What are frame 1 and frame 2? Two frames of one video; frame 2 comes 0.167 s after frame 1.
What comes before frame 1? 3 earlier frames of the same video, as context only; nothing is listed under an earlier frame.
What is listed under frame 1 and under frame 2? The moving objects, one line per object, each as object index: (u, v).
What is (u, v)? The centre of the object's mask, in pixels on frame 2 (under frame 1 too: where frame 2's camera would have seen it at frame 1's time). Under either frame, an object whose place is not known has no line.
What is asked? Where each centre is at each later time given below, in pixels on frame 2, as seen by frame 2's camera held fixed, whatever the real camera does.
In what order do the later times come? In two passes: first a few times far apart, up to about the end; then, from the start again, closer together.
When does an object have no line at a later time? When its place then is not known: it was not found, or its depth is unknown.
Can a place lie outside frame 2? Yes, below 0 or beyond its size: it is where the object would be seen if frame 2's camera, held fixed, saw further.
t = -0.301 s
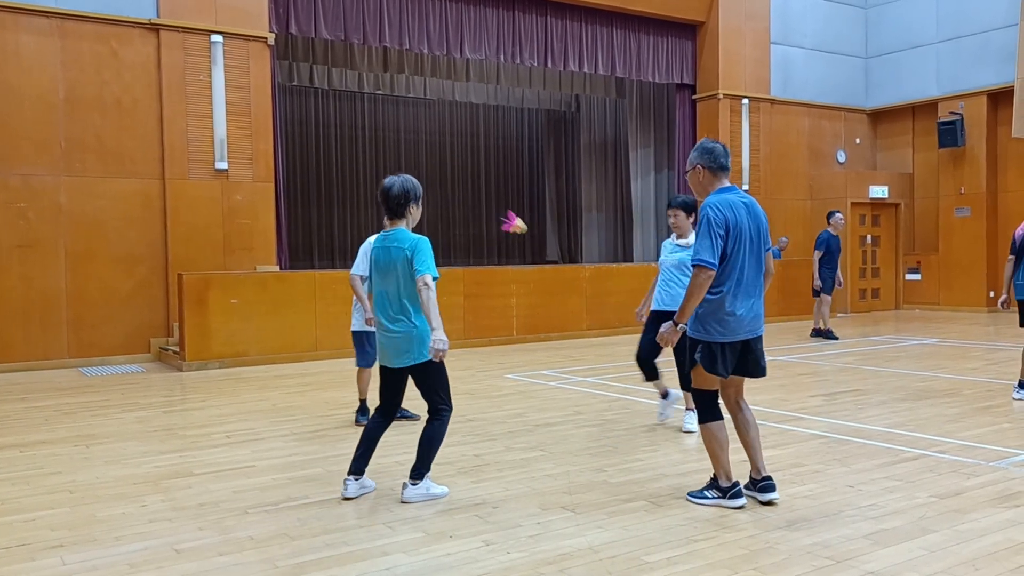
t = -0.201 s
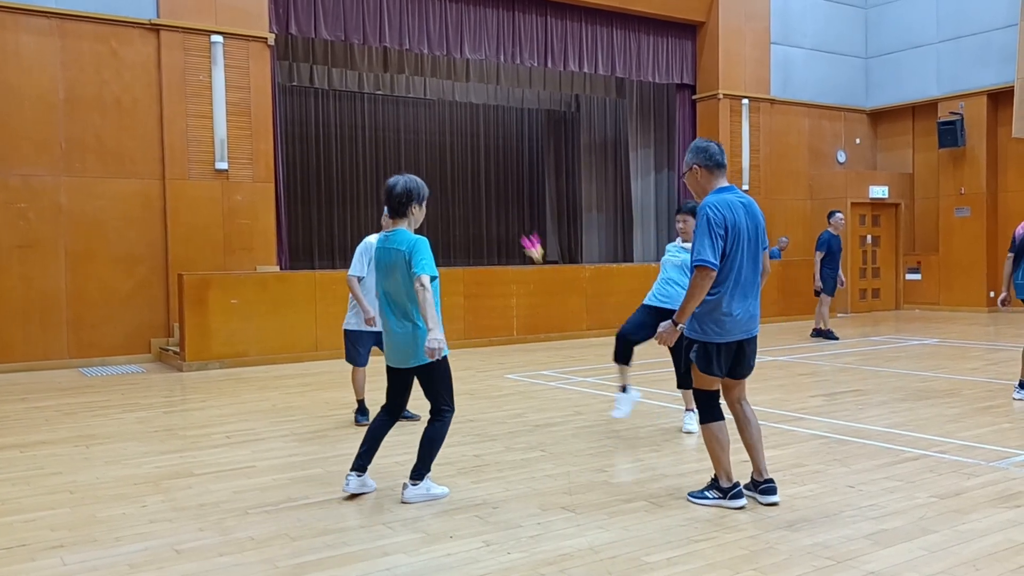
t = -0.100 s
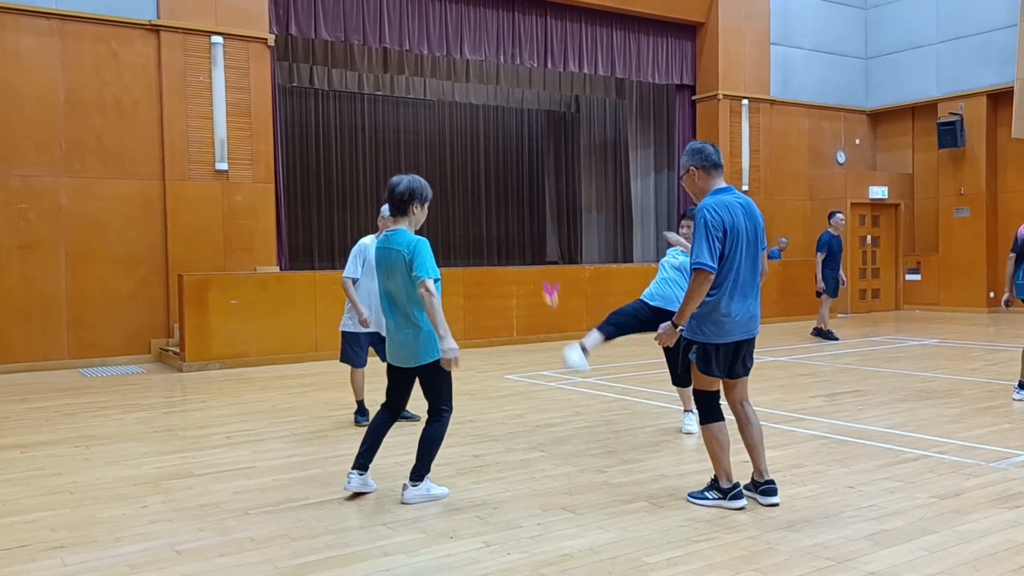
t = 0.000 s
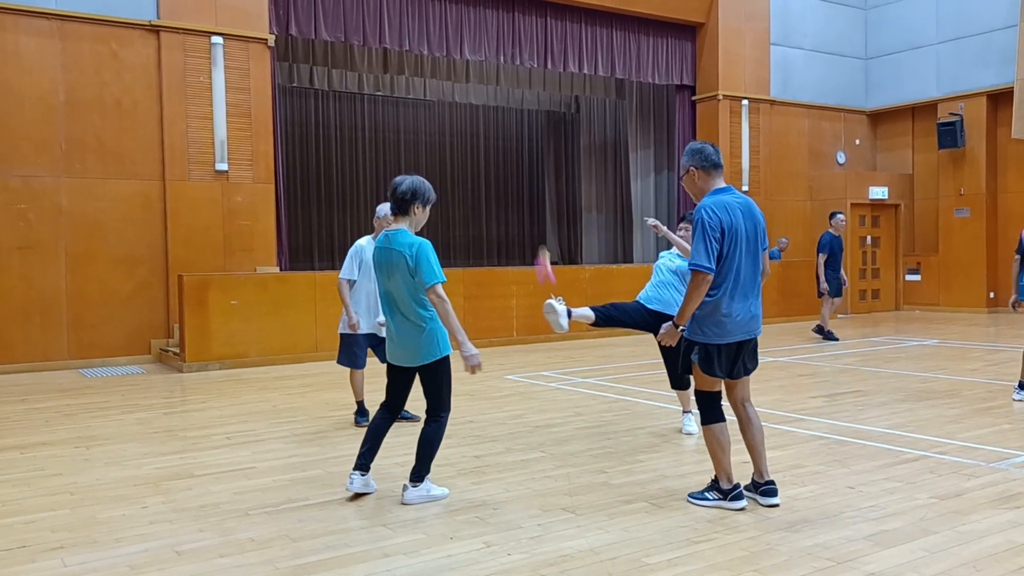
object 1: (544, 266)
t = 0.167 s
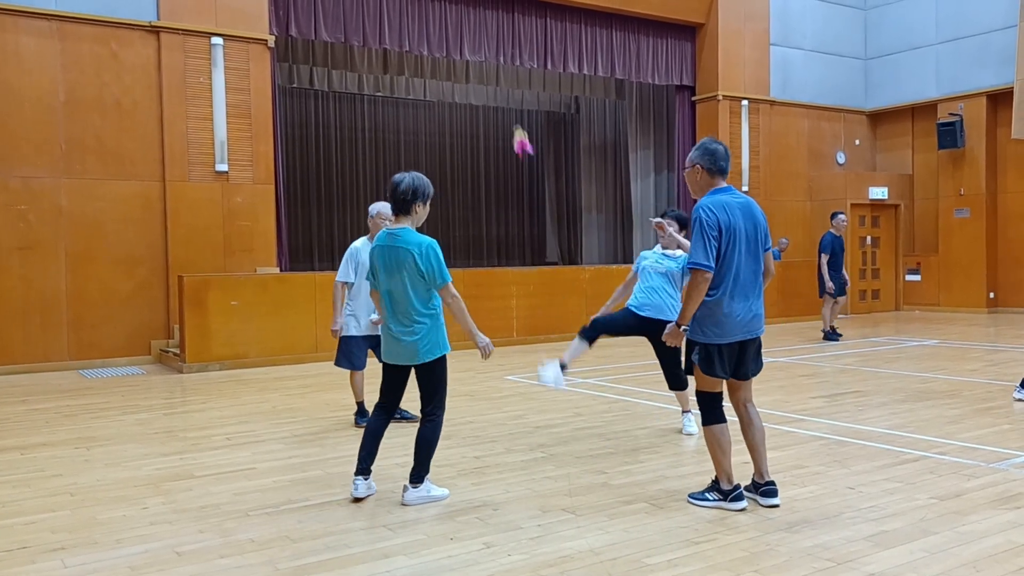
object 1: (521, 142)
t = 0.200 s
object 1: (518, 125)
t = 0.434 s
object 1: (492, 52)
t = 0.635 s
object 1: (471, 53)
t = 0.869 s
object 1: (441, 131)
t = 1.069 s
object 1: (434, 255)
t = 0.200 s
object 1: (518, 125)
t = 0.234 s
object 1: (514, 110)
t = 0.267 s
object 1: (509, 95)
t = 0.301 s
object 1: (506, 82)
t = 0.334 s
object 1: (502, 73)
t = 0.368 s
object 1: (498, 64)
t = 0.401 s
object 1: (495, 58)
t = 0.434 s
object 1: (492, 52)
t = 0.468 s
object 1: (488, 49)
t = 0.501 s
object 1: (485, 47)
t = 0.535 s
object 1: (481, 47)
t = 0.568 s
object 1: (478, 48)
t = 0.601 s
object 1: (475, 50)
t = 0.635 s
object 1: (471, 53)
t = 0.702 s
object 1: (462, 65)
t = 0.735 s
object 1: (457, 73)
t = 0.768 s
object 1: (452, 84)
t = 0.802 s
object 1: (447, 98)
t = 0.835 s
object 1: (443, 114)
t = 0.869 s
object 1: (441, 131)
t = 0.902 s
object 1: (439, 148)
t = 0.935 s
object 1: (438, 167)
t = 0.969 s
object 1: (437, 188)
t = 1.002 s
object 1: (437, 210)
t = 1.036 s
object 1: (435, 234)
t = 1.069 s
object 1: (434, 255)
